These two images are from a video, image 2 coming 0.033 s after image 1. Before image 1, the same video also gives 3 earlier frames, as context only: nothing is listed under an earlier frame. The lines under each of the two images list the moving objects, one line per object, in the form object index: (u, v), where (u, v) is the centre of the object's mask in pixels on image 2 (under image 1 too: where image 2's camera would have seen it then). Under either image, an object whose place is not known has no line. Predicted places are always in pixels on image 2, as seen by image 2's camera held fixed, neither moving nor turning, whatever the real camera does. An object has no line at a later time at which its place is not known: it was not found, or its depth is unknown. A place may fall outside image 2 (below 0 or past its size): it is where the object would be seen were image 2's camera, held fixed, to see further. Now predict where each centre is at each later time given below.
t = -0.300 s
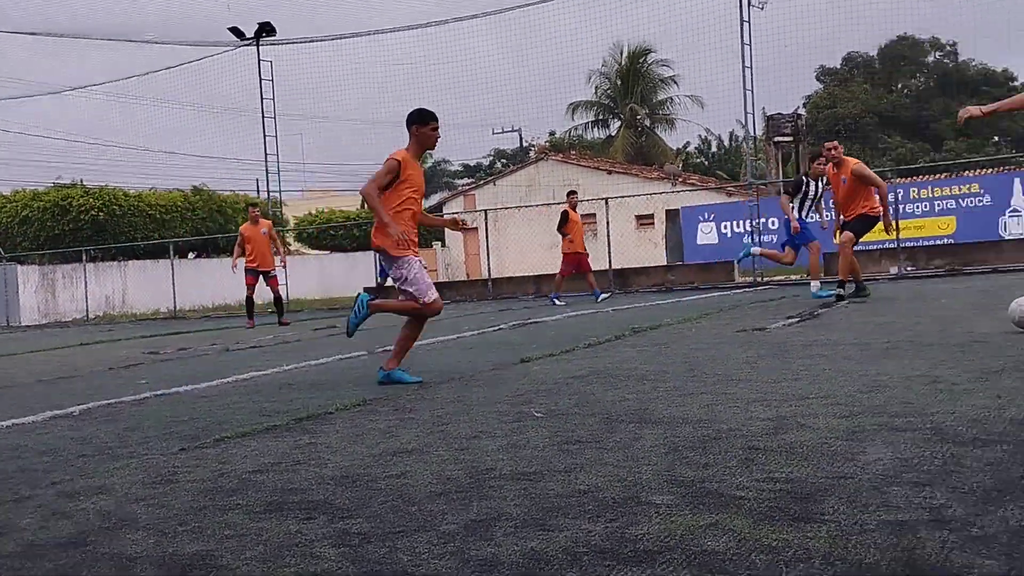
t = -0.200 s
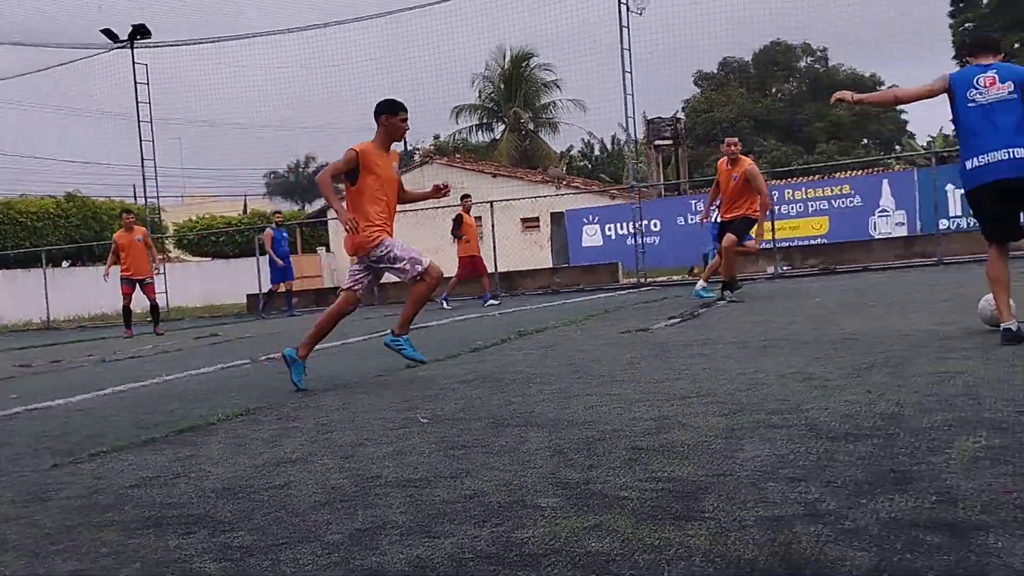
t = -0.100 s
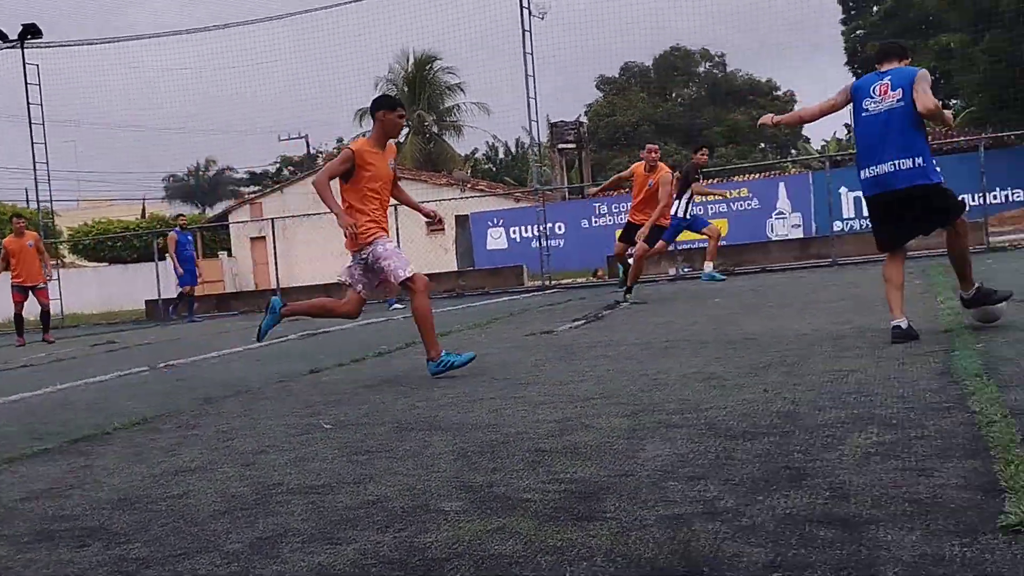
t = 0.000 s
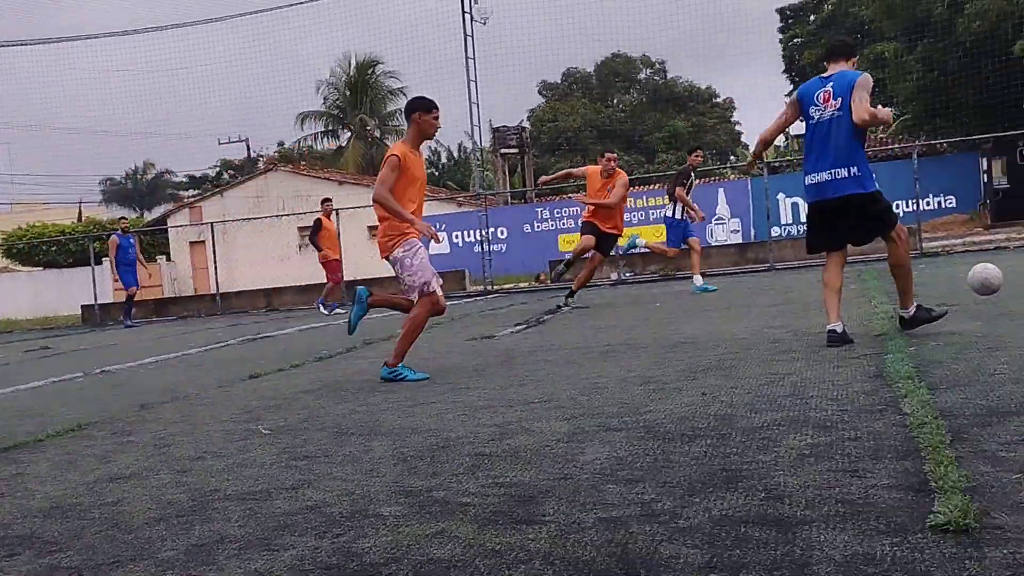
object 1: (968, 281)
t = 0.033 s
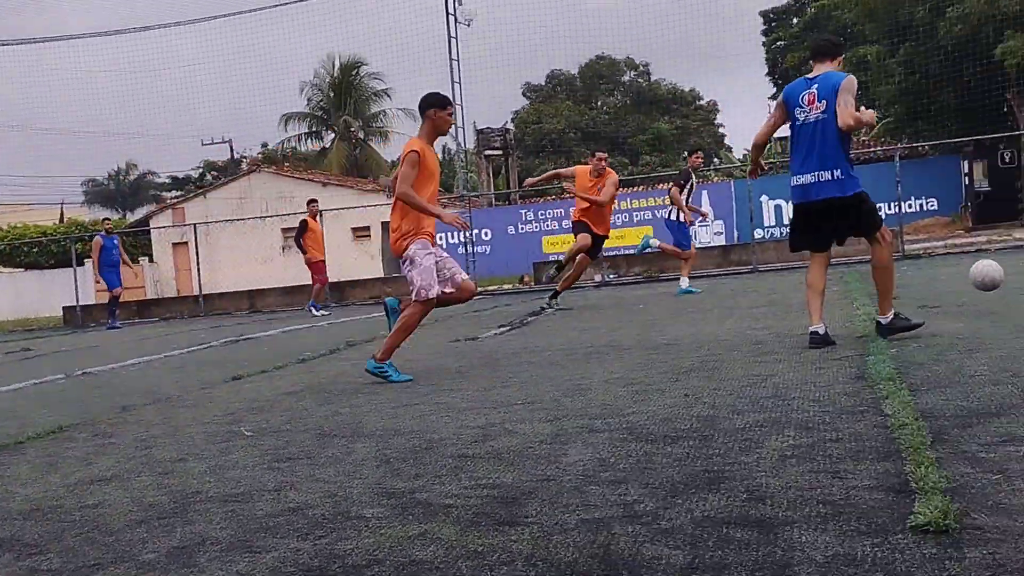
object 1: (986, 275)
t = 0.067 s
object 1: (1005, 271)
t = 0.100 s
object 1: (1022, 270)
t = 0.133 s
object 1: (1039, 269)
